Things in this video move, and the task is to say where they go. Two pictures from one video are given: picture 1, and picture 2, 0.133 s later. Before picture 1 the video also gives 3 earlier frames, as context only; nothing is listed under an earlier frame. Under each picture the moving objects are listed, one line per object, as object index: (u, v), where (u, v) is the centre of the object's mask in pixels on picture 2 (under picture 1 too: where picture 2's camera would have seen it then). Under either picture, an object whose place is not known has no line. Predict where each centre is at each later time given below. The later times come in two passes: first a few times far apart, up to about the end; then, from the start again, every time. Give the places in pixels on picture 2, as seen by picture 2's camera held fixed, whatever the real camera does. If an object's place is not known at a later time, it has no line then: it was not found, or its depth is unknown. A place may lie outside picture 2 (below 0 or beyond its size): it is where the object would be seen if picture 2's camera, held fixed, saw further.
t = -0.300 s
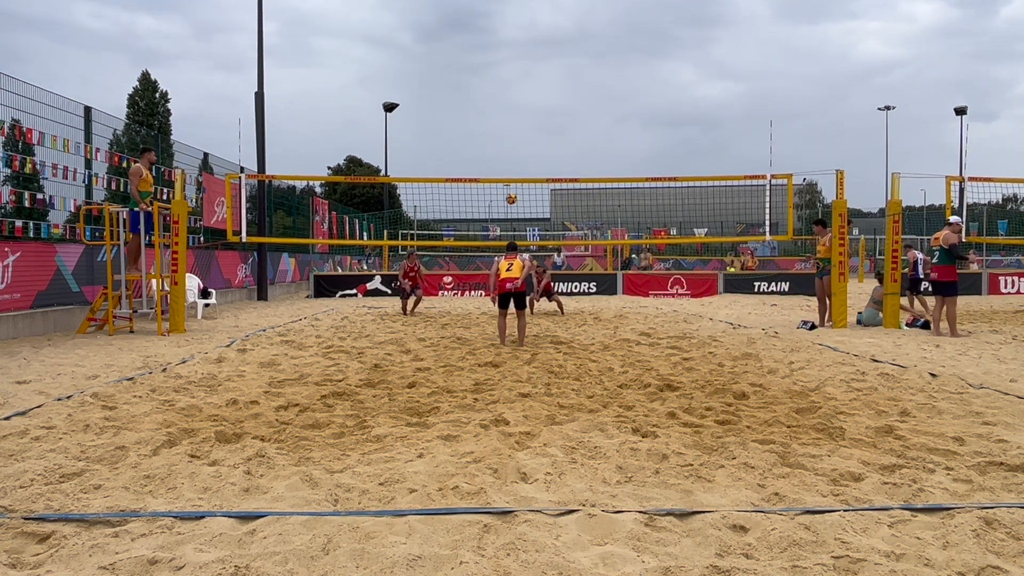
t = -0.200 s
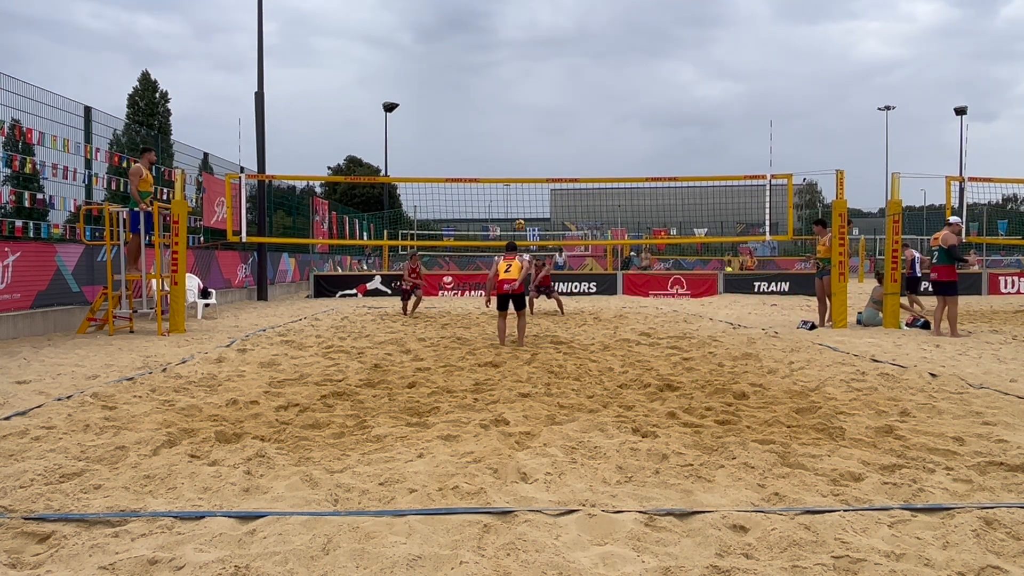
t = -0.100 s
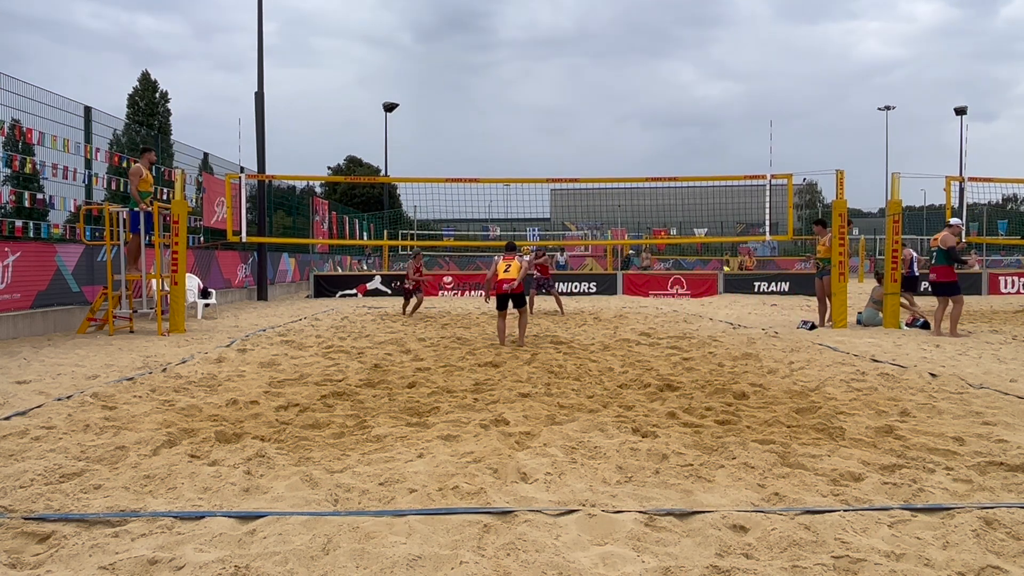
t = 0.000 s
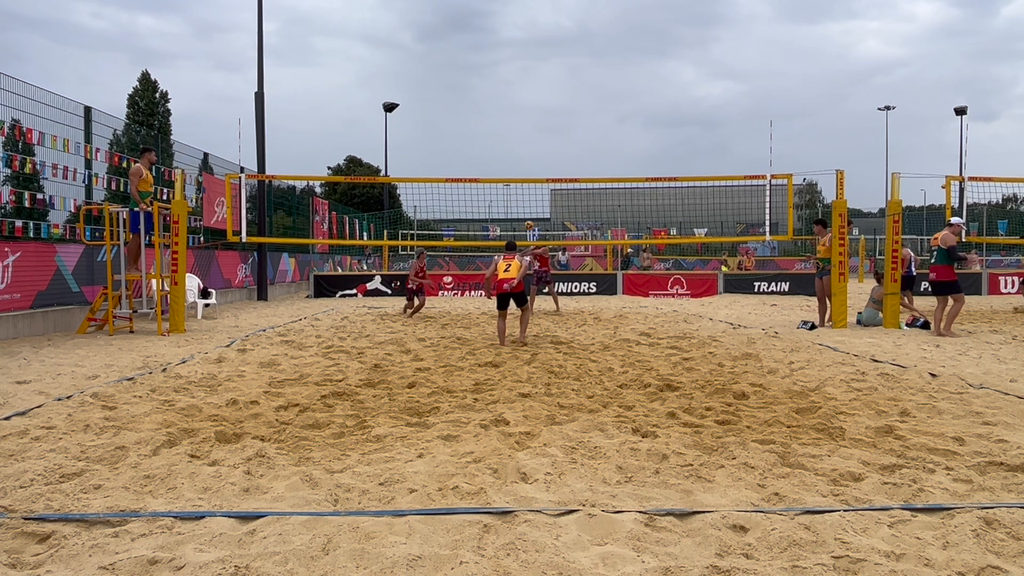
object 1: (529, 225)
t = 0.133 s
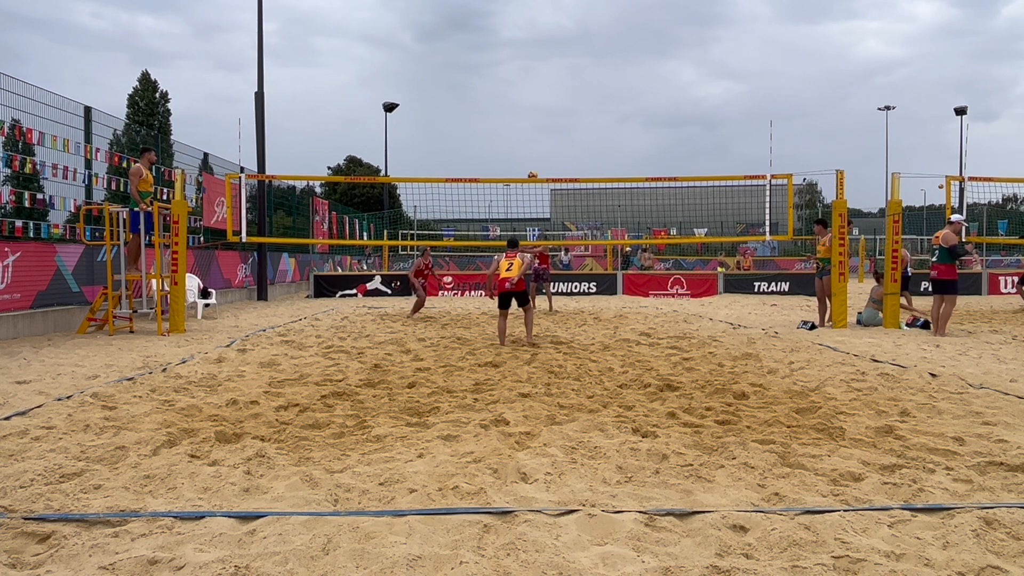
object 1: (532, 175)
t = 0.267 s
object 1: (536, 134)
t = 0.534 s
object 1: (544, 70)
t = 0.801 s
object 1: (552, 38)
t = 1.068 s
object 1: (561, 41)
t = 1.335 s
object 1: (568, 81)
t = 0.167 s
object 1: (533, 165)
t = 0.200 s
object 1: (534, 154)
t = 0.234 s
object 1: (535, 143)
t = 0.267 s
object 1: (536, 134)
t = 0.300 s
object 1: (537, 124)
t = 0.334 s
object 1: (538, 115)
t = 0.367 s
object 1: (540, 106)
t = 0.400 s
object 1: (541, 98)
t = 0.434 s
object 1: (541, 90)
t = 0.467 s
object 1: (543, 83)
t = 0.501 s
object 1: (543, 77)
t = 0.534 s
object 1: (544, 70)
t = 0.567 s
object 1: (545, 65)
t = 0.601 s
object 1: (547, 60)
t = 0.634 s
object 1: (548, 55)
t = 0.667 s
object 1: (549, 50)
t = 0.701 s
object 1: (550, 47)
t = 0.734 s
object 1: (550, 43)
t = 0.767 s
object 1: (551, 41)
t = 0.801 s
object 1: (552, 38)
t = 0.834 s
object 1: (554, 37)
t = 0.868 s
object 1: (554, 36)
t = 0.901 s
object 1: (555, 35)
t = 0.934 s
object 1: (556, 35)
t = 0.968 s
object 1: (557, 36)
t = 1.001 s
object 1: (558, 37)
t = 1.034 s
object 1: (559, 39)
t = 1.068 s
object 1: (561, 41)
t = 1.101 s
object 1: (561, 44)
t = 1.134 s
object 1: (562, 48)
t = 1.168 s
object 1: (563, 52)
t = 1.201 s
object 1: (565, 56)
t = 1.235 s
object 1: (566, 61)
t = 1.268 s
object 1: (567, 67)
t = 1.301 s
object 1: (568, 73)
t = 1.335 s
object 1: (568, 81)
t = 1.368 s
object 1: (569, 88)
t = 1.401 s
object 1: (570, 96)
